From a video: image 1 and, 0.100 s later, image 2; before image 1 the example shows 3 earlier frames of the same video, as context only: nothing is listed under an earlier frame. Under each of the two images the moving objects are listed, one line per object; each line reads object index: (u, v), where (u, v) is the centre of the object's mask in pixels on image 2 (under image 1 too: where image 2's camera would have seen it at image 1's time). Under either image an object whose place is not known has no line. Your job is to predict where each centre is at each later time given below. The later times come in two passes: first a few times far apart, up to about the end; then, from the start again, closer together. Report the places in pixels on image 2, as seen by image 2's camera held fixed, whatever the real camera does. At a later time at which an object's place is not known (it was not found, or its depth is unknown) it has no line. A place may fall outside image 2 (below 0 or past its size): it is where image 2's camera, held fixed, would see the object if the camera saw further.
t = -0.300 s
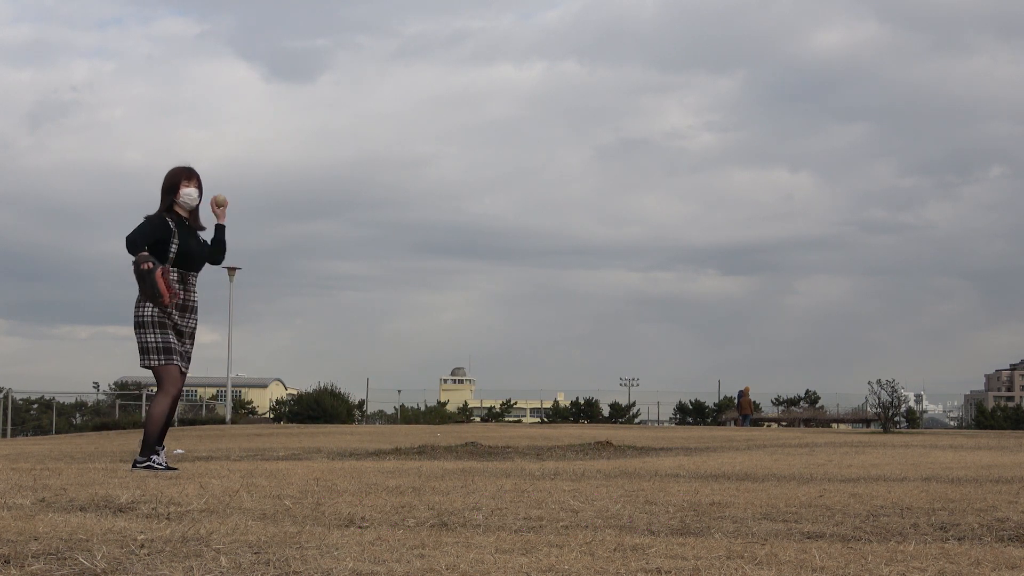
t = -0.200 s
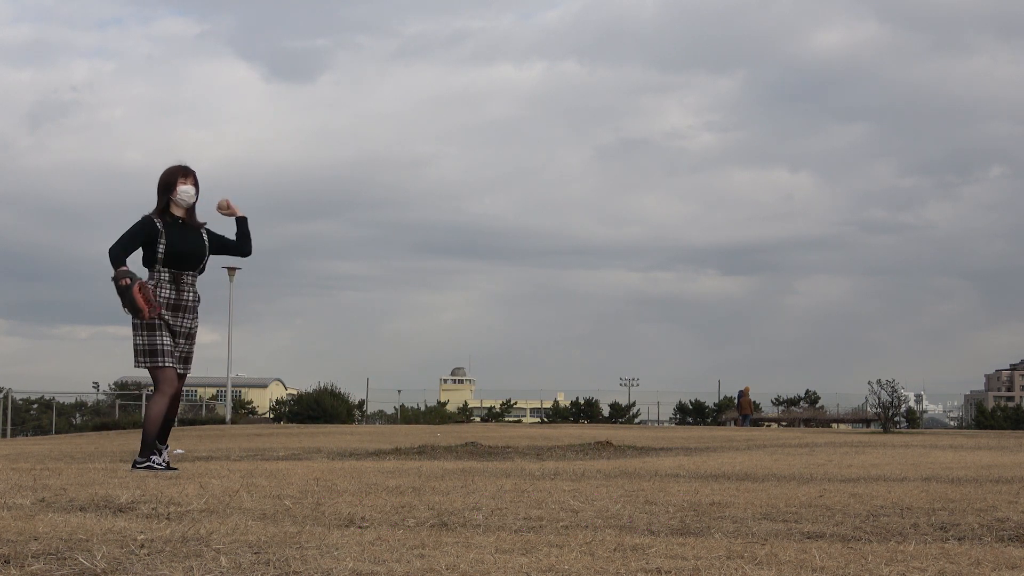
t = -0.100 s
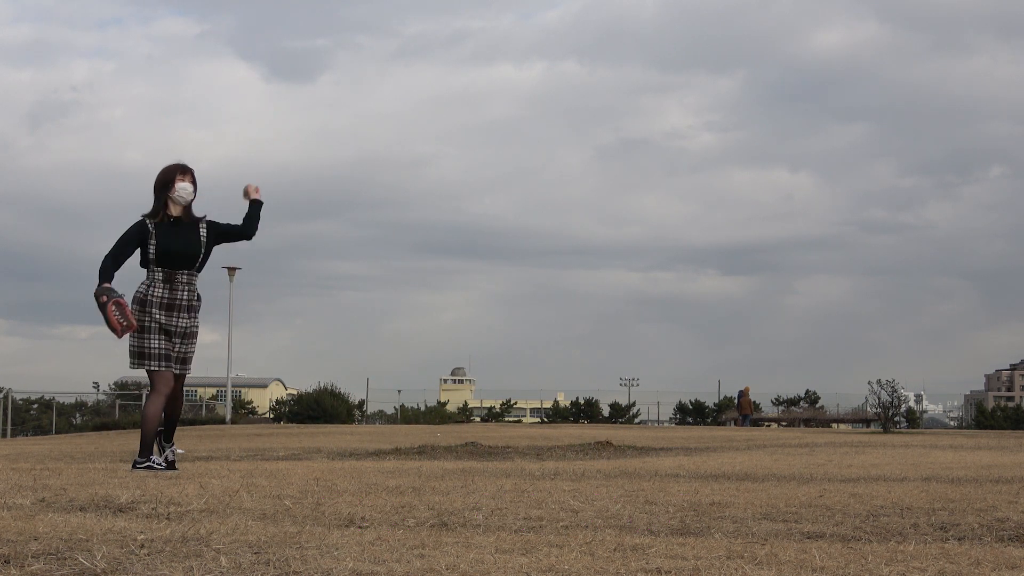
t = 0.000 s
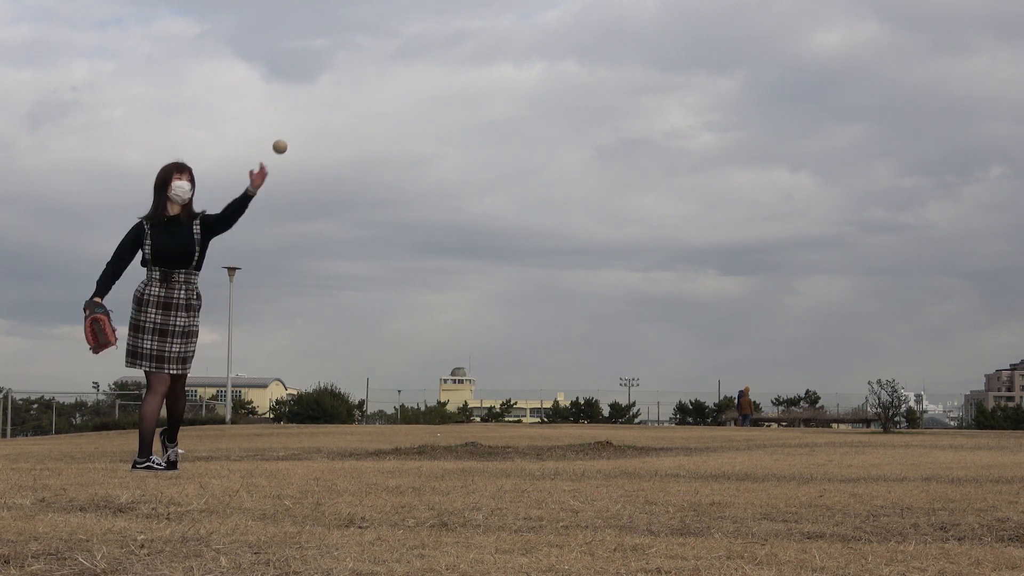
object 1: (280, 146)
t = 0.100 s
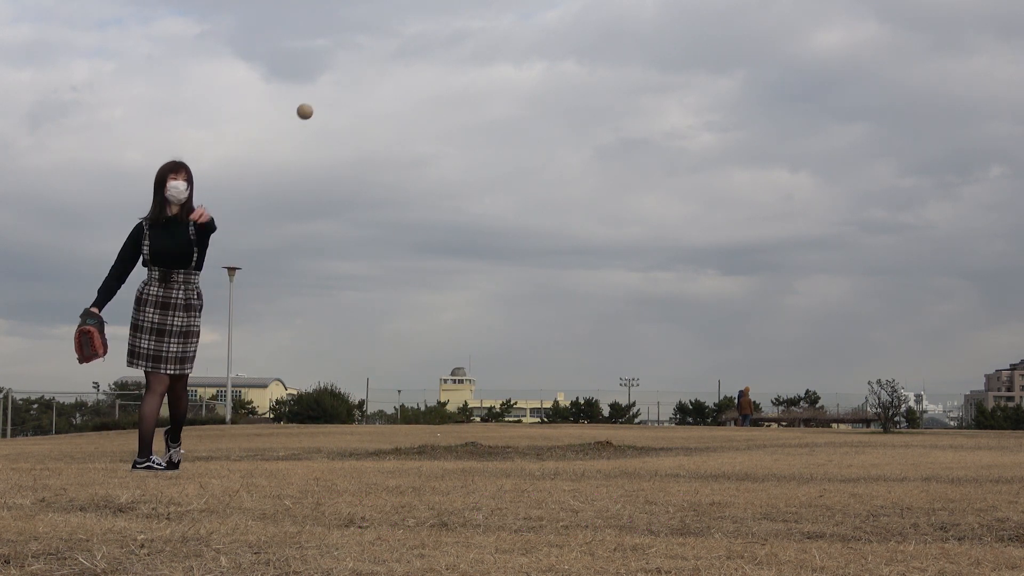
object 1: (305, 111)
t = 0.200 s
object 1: (335, 92)
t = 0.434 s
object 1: (441, 160)
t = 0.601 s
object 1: (596, 444)
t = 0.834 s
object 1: (791, 286)
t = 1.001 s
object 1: (996, 162)
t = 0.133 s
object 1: (314, 103)
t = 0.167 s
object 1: (324, 96)
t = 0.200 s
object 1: (335, 92)
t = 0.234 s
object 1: (346, 90)
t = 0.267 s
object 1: (358, 91)
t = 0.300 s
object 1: (372, 96)
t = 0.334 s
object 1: (387, 105)
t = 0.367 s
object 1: (403, 117)
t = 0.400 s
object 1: (421, 135)
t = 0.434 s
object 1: (441, 160)
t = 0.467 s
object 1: (463, 192)
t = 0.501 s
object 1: (489, 234)
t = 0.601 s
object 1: (596, 444)
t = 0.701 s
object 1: (687, 466)
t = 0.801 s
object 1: (761, 327)
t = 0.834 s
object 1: (791, 286)
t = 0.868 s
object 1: (824, 249)
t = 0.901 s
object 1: (860, 219)
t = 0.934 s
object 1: (901, 192)
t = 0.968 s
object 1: (948, 173)
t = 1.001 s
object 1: (996, 162)
